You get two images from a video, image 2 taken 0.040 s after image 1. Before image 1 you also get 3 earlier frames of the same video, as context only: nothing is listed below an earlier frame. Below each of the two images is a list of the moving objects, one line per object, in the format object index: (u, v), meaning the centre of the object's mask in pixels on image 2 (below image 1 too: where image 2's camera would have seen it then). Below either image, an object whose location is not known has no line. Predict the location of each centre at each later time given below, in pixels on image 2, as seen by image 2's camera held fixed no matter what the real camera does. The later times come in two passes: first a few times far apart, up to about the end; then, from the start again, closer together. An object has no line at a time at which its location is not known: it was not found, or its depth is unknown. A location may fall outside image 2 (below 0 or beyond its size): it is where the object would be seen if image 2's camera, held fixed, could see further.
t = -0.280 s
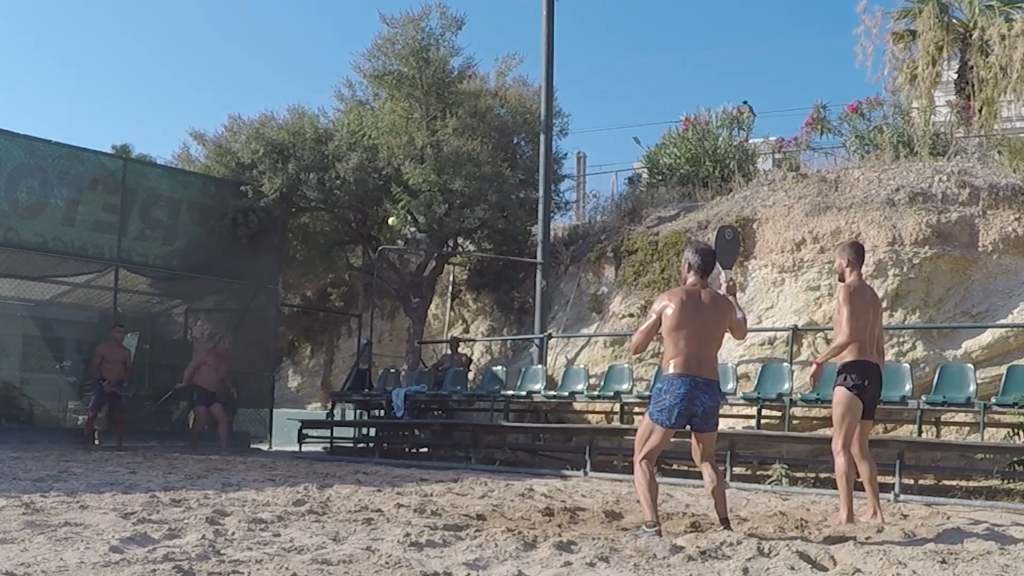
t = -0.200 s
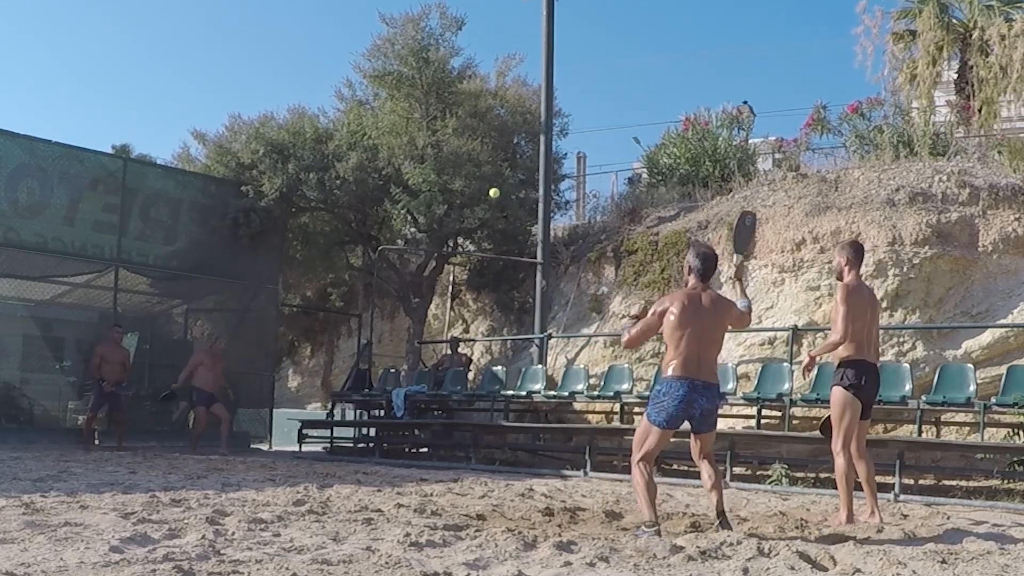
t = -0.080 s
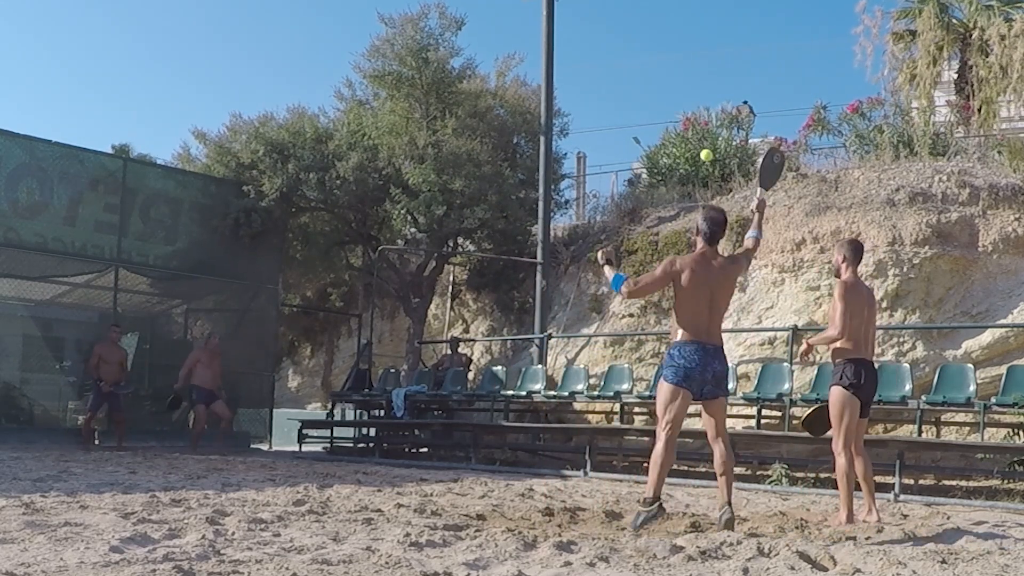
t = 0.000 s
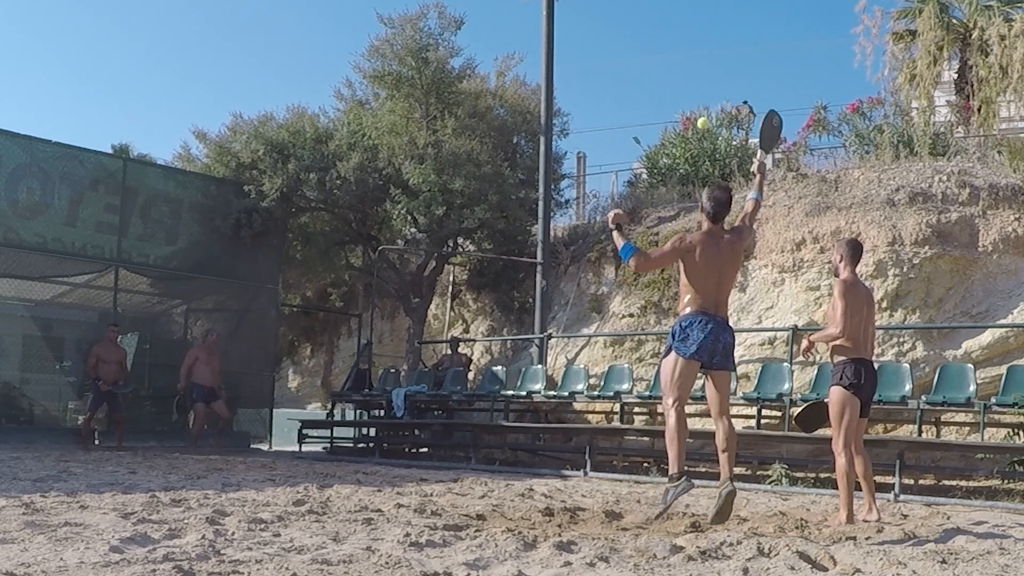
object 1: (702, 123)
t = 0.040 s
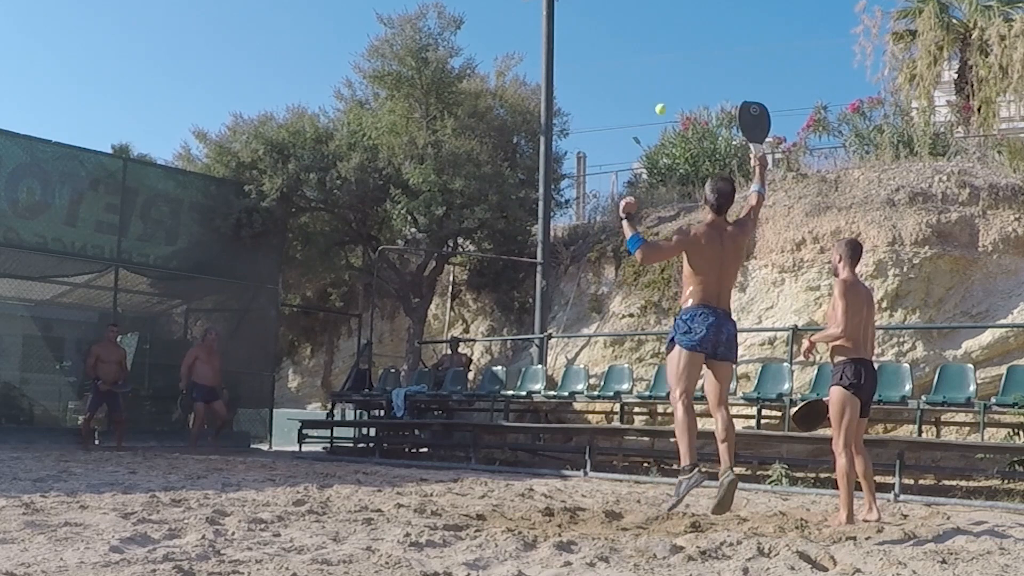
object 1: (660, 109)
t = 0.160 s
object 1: (550, 87)
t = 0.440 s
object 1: (365, 116)
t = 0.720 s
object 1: (242, 212)
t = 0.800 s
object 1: (213, 247)
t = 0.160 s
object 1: (550, 87)
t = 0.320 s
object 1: (435, 93)
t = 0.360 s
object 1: (410, 100)
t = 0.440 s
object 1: (365, 116)
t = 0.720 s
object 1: (242, 212)
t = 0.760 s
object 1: (227, 229)
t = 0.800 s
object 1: (213, 247)
